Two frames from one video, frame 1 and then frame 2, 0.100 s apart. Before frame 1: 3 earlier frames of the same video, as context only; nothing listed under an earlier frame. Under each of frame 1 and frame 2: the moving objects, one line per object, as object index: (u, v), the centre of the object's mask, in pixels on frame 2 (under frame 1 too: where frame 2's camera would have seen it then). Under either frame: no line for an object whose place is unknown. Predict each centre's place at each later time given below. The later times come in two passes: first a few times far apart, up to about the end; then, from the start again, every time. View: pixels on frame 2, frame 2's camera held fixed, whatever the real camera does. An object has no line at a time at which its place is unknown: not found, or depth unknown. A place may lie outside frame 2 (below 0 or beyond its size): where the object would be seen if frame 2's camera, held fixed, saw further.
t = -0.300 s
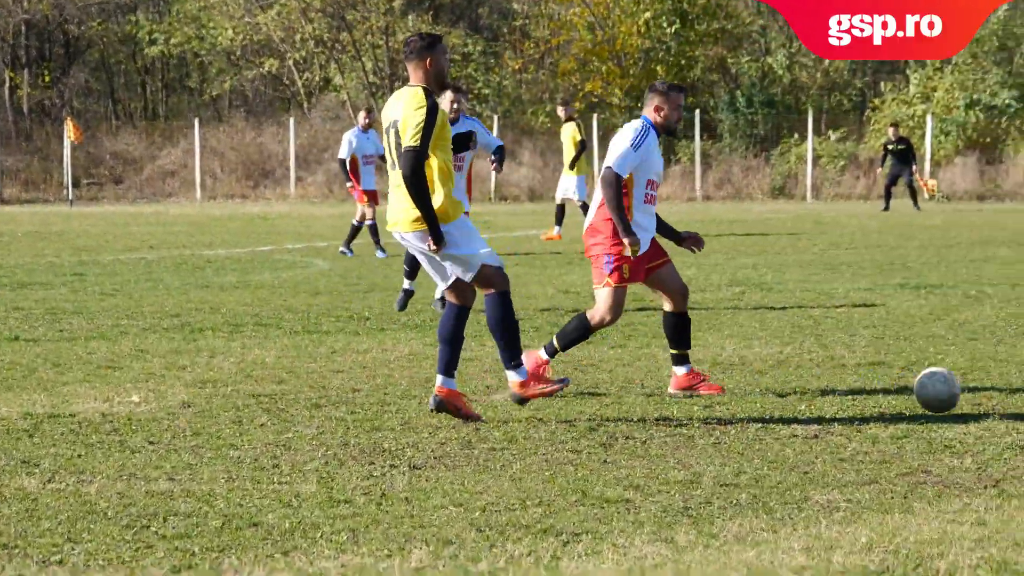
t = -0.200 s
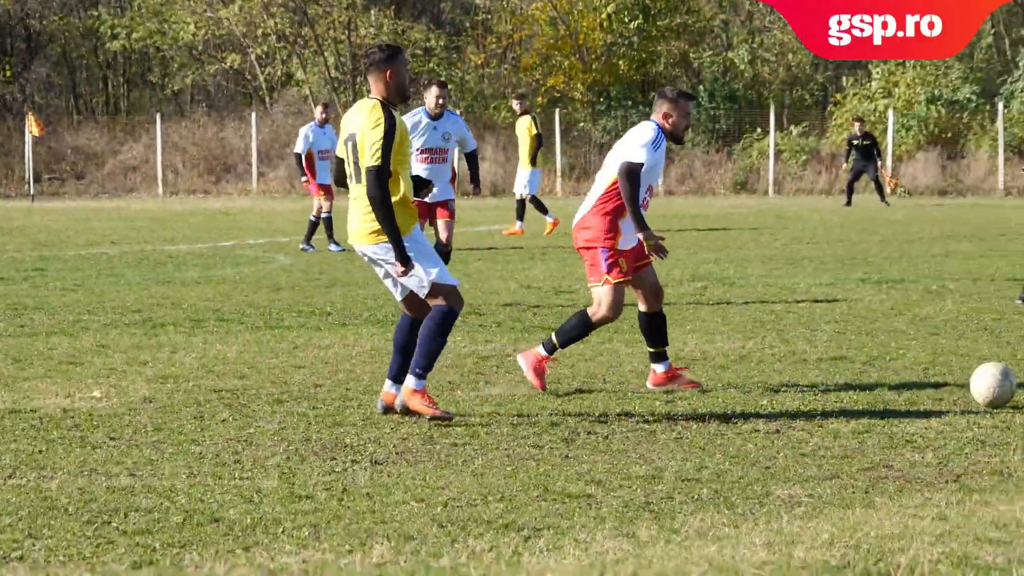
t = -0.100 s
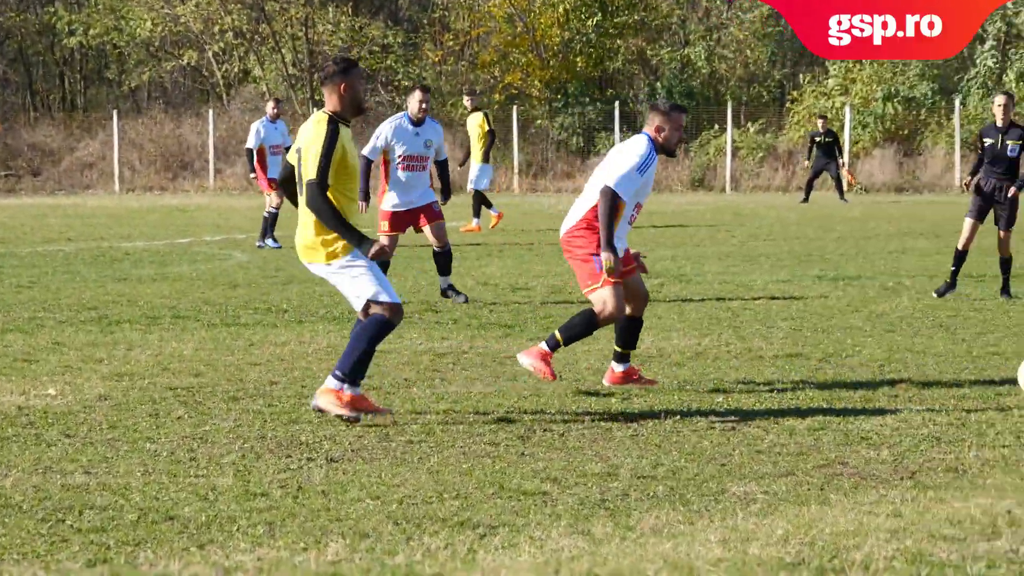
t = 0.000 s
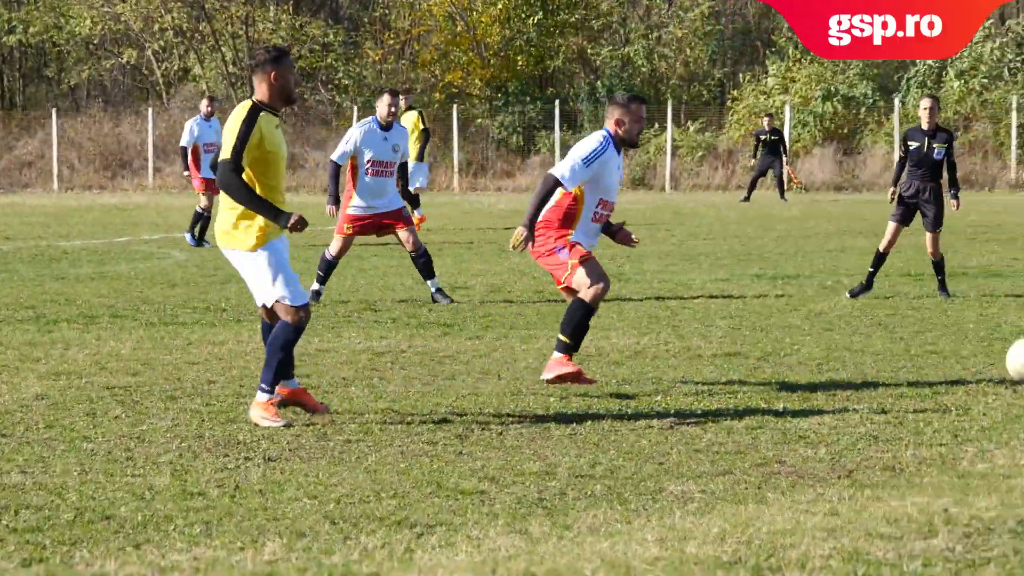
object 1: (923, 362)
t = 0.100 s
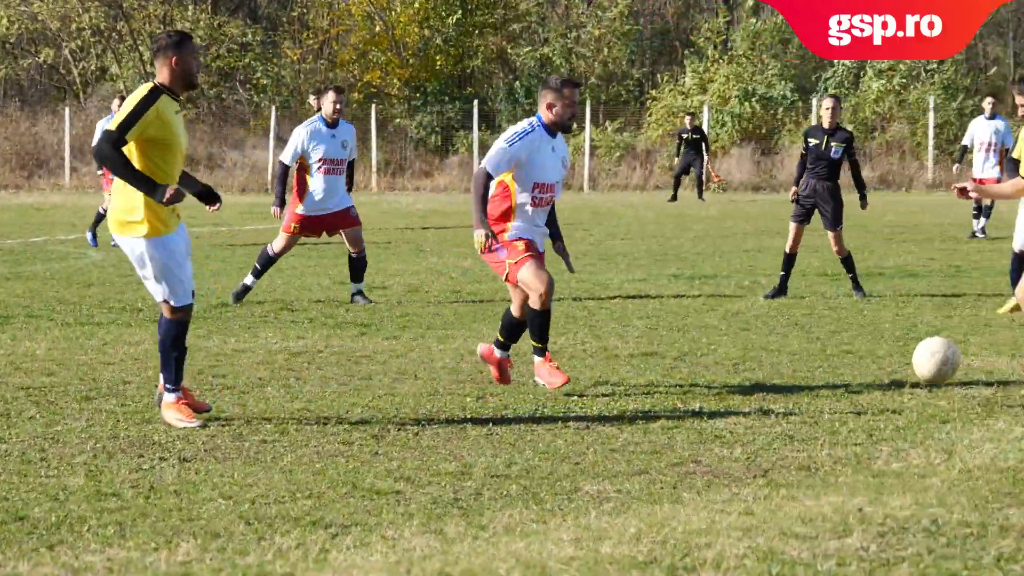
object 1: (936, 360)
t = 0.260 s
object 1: (926, 397)
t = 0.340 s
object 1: (927, 379)
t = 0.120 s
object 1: (936, 362)
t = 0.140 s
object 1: (935, 365)
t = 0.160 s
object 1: (935, 369)
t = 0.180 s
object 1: (934, 374)
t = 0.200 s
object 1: (933, 380)
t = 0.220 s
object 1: (932, 386)
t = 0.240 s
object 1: (928, 393)
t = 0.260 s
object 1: (926, 397)
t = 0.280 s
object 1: (926, 391)
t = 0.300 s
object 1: (926, 387)
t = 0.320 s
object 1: (926, 383)
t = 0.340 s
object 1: (927, 379)
